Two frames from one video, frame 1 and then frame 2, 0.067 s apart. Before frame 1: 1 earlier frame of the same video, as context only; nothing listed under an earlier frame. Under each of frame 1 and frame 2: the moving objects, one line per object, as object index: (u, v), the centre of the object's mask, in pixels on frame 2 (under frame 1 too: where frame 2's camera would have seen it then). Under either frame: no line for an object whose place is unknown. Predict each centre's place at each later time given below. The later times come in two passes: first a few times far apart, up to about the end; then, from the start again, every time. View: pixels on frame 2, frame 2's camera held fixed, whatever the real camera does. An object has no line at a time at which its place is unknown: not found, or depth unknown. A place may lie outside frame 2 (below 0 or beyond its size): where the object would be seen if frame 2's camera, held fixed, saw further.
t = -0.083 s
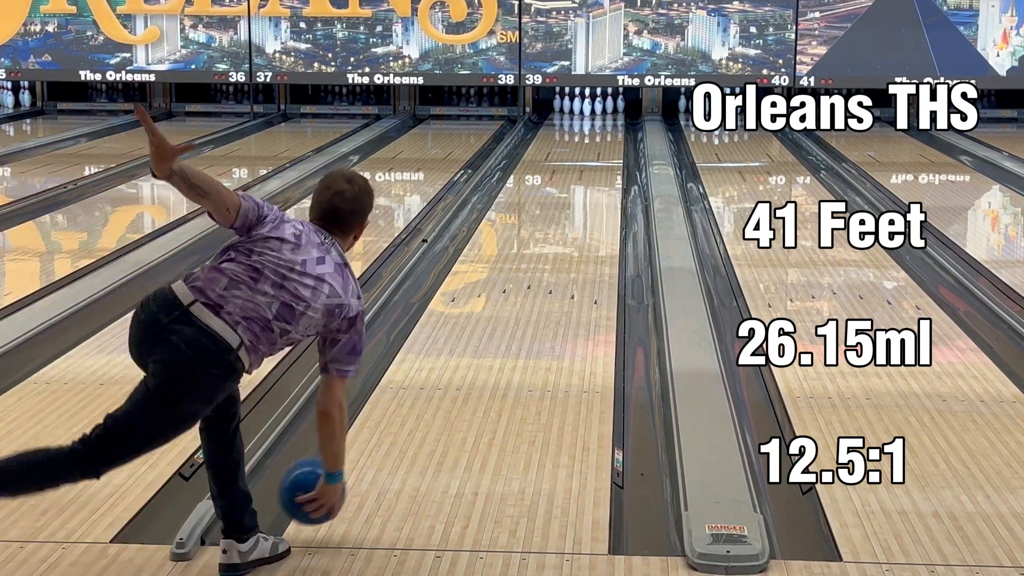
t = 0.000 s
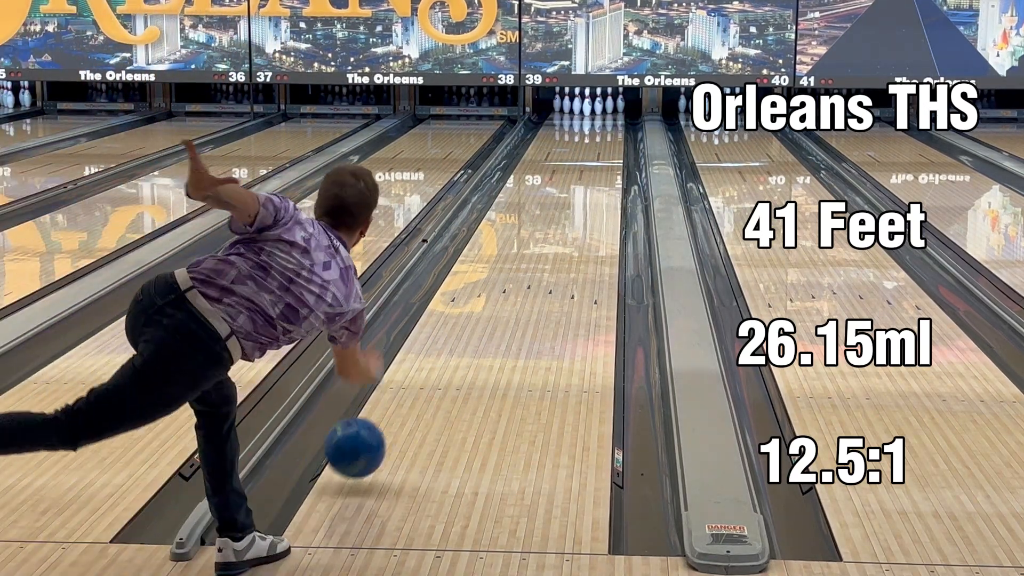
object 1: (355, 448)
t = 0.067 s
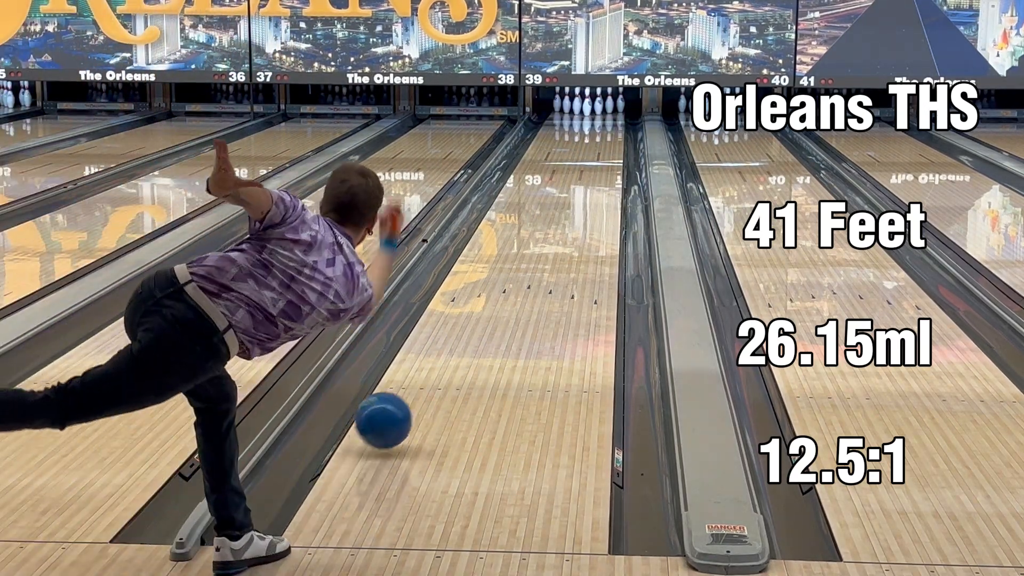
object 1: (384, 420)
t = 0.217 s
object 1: (433, 366)
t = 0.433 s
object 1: (482, 304)
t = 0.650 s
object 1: (517, 259)
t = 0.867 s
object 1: (542, 226)
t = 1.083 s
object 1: (562, 200)
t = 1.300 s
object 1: (577, 179)
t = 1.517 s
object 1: (589, 162)
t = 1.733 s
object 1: (599, 148)
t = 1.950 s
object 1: (605, 136)
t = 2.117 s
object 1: (607, 128)
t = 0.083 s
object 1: (390, 416)
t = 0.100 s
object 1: (396, 412)
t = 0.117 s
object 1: (402, 405)
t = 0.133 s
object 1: (408, 398)
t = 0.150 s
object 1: (413, 391)
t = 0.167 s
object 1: (419, 385)
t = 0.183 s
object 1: (424, 378)
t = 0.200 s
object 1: (429, 372)
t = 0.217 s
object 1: (433, 366)
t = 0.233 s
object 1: (438, 361)
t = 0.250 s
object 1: (442, 355)
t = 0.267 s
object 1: (446, 350)
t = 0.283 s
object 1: (450, 344)
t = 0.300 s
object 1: (454, 339)
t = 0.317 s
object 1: (458, 334)
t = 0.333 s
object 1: (462, 330)
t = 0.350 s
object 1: (466, 325)
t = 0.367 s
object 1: (469, 321)
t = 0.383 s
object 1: (473, 316)
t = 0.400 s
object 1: (476, 312)
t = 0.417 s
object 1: (479, 308)
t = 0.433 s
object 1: (482, 304)
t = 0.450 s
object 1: (485, 300)
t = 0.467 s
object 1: (488, 296)
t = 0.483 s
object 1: (491, 292)
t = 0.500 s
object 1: (494, 288)
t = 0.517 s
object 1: (497, 285)
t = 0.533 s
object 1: (500, 281)
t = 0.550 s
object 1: (502, 278)
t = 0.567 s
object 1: (505, 275)
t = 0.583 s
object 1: (507, 272)
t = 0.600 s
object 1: (510, 269)
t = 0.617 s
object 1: (512, 265)
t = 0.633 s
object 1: (515, 262)
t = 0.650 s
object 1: (517, 259)
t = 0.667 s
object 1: (519, 257)
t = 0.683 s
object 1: (521, 254)
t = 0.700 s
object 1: (523, 251)
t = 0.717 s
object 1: (525, 249)
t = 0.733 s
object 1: (527, 246)
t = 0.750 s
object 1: (529, 243)
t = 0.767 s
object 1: (531, 240)
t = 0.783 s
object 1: (533, 238)
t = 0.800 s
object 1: (535, 235)
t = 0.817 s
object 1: (537, 233)
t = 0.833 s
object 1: (539, 231)
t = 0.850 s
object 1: (541, 228)
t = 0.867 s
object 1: (542, 226)
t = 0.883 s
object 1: (544, 224)
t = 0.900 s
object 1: (546, 221)
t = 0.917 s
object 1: (547, 219)
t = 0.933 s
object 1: (549, 217)
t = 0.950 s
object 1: (550, 215)
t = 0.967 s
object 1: (552, 213)
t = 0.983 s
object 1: (553, 211)
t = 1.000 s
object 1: (555, 209)
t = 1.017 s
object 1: (556, 207)
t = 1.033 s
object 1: (558, 205)
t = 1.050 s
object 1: (559, 204)
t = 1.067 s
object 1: (560, 202)
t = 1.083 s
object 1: (562, 200)
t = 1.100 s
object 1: (563, 198)
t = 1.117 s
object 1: (564, 196)
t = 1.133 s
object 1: (566, 195)
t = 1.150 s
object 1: (567, 193)
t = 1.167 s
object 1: (568, 191)
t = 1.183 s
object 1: (569, 190)
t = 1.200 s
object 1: (571, 188)
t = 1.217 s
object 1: (572, 186)
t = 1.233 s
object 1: (573, 185)
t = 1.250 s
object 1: (574, 183)
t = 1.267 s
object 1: (575, 182)
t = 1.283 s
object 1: (576, 180)
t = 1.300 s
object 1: (577, 179)
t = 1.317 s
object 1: (578, 178)
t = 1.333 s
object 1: (579, 176)
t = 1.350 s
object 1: (580, 175)
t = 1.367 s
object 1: (581, 174)
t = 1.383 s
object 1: (582, 172)
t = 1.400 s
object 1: (583, 171)
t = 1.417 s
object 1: (584, 170)
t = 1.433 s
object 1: (585, 168)
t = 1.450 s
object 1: (586, 167)
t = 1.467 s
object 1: (587, 166)
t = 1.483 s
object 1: (587, 165)
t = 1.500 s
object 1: (588, 163)
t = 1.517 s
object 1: (589, 162)
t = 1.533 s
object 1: (590, 161)
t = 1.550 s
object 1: (591, 160)
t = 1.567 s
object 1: (591, 159)
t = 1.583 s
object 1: (592, 157)
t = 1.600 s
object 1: (593, 156)
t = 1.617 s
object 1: (594, 155)
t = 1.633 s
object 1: (595, 154)
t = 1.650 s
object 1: (595, 153)
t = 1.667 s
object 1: (596, 152)
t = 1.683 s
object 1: (597, 151)
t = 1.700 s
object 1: (598, 150)
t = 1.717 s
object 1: (598, 149)
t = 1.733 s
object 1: (599, 148)
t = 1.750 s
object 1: (599, 147)
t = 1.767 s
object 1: (600, 146)
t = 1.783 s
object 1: (601, 146)
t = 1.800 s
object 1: (601, 144)
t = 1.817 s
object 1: (602, 143)
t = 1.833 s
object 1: (602, 142)
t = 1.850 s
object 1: (603, 141)
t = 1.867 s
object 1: (603, 140)
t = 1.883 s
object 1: (604, 140)
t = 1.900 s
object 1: (604, 139)
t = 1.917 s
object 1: (604, 138)
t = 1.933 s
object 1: (605, 137)
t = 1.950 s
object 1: (605, 136)
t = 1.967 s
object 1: (605, 135)
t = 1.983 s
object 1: (606, 134)
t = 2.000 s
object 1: (606, 133)
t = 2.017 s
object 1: (606, 133)
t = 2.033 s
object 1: (606, 132)
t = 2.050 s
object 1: (607, 131)
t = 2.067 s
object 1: (607, 131)
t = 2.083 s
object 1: (607, 130)
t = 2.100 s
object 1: (607, 129)
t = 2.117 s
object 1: (607, 128)
